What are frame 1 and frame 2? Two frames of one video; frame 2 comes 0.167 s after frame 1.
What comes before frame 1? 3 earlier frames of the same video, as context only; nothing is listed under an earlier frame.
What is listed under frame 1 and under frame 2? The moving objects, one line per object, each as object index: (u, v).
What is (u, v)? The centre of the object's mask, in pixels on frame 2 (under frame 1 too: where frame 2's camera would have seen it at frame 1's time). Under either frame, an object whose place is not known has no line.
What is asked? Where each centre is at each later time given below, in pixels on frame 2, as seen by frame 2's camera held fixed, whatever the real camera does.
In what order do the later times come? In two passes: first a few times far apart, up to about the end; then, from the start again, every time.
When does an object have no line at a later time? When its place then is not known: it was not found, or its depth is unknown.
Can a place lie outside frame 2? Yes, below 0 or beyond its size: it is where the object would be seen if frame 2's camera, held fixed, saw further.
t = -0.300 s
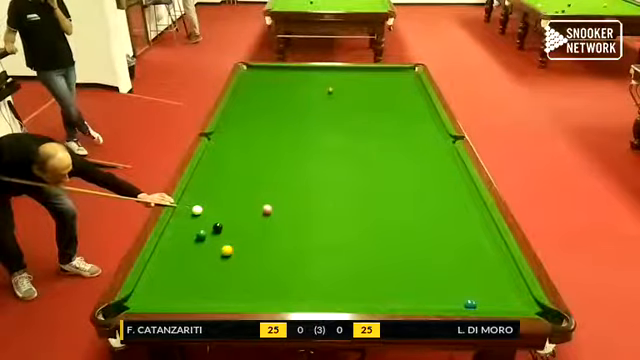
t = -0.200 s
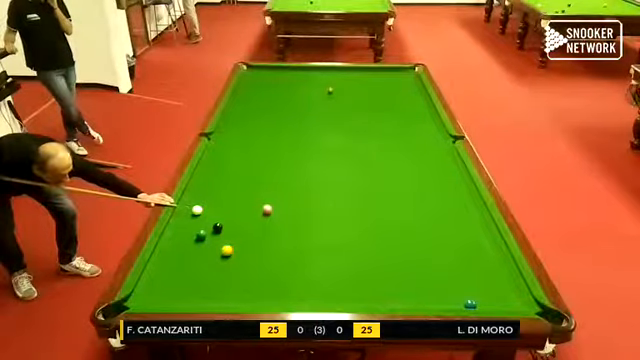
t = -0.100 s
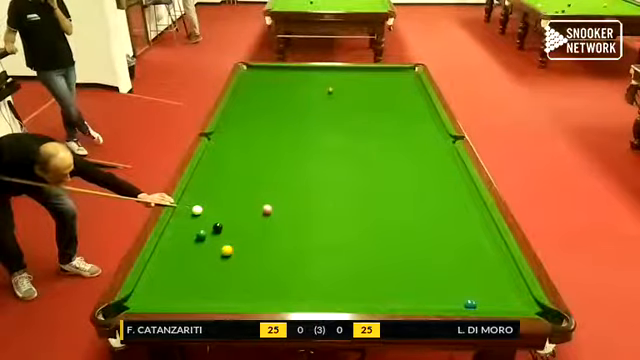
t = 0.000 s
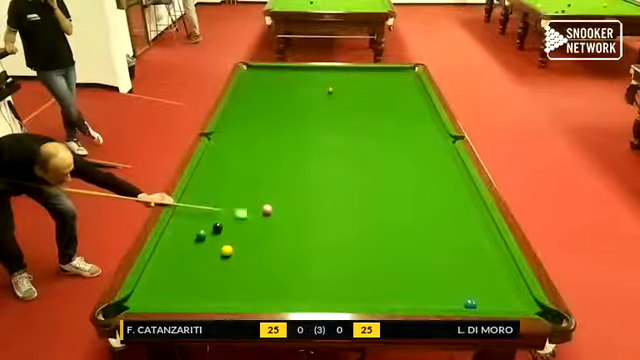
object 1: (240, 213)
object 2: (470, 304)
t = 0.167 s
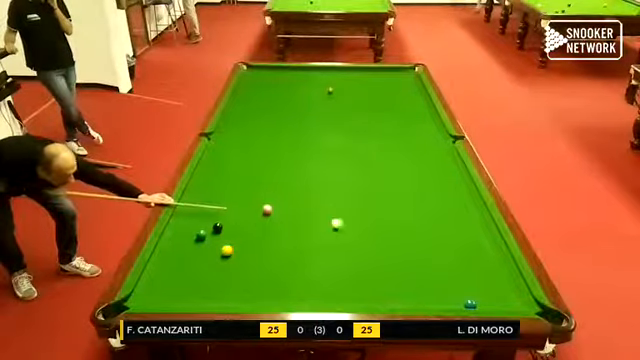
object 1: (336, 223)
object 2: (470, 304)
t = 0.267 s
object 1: (397, 230)
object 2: (470, 304)
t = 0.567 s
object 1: (429, 247)
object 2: (470, 304)
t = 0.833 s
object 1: (314, 261)
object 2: (470, 304)
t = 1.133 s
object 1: (184, 278)
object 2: (470, 304)
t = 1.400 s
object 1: (202, 288)
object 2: (470, 304)
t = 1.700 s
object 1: (291, 297)
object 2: (470, 304)
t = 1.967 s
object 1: (365, 300)
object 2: (470, 304)
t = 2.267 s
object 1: (443, 299)
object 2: (470, 304)
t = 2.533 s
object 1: (485, 285)
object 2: (481, 300)
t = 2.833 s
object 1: (507, 268)
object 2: (490, 286)
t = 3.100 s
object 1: (476, 254)
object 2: (498, 277)
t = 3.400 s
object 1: (445, 241)
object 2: (506, 269)
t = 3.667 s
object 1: (422, 230)
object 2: (508, 264)
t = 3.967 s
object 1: (399, 220)
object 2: (500, 259)
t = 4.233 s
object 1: (382, 212)
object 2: (495, 256)
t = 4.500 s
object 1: (366, 205)
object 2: (490, 252)
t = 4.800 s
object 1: (350, 198)
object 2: (487, 250)
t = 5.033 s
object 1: (340, 194)
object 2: (486, 249)
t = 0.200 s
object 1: (357, 226)
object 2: (470, 304)
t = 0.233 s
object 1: (376, 228)
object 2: (470, 304)
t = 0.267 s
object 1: (397, 230)
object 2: (470, 304)
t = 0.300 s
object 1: (417, 232)
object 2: (470, 304)
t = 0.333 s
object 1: (438, 234)
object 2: (470, 304)
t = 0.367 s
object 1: (458, 237)
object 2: (470, 304)
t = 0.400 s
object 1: (480, 239)
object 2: (470, 304)
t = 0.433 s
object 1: (499, 241)
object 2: (470, 304)
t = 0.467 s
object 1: (481, 242)
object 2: (470, 304)
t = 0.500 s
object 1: (464, 244)
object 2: (470, 304)
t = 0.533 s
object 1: (447, 246)
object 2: (470, 304)
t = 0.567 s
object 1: (429, 247)
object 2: (470, 304)
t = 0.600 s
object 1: (414, 249)
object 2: (470, 304)
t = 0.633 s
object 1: (399, 250)
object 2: (470, 304)
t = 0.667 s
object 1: (384, 252)
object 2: (470, 304)
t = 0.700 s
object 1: (369, 254)
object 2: (470, 304)
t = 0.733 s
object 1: (355, 256)
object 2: (470, 304)
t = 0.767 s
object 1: (342, 257)
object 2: (470, 304)
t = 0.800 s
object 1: (328, 259)
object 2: (470, 304)
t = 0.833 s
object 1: (314, 261)
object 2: (470, 304)
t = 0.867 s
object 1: (300, 262)
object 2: (470, 304)
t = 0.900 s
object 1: (286, 264)
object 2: (470, 304)
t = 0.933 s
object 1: (273, 266)
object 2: (470, 304)
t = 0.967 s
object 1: (258, 268)
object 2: (470, 304)
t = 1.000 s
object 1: (244, 270)
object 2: (470, 304)
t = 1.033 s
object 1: (230, 272)
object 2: (470, 304)
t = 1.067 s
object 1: (214, 274)
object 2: (470, 304)
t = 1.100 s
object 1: (199, 276)
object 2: (470, 304)
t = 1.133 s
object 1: (184, 278)
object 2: (470, 304)
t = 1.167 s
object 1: (169, 280)
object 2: (470, 304)
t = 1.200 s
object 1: (153, 282)
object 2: (470, 304)
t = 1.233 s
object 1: (141, 284)
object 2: (470, 304)
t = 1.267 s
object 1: (154, 285)
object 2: (470, 304)
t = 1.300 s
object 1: (167, 286)
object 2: (470, 304)
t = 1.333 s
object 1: (179, 287)
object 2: (470, 304)
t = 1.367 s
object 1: (191, 287)
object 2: (470, 304)
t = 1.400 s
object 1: (202, 288)
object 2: (470, 304)
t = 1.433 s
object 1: (213, 289)
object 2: (470, 304)
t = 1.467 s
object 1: (223, 290)
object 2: (470, 304)
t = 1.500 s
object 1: (233, 291)
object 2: (470, 304)
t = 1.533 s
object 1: (242, 293)
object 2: (470, 304)
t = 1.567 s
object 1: (252, 293)
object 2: (470, 304)
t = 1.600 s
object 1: (262, 294)
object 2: (470, 304)
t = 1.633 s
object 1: (272, 295)
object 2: (470, 304)
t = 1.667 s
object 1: (281, 296)
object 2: (470, 304)
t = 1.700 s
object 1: (291, 297)
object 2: (470, 304)
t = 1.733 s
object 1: (300, 298)
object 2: (470, 304)
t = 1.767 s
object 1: (310, 298)
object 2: (470, 304)
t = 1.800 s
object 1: (319, 299)
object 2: (470, 304)
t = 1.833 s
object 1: (329, 299)
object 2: (470, 304)
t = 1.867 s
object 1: (339, 301)
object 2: (470, 304)
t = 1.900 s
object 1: (348, 301)
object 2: (470, 304)
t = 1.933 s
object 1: (357, 300)
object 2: (470, 304)
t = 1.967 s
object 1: (365, 300)
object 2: (470, 304)
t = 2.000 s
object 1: (374, 300)
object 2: (470, 304)
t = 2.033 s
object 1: (382, 300)
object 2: (470, 304)
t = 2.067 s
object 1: (392, 299)
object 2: (470, 304)
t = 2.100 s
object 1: (400, 299)
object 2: (470, 304)
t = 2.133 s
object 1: (408, 299)
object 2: (470, 304)
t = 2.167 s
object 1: (417, 299)
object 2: (470, 304)
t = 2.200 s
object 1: (426, 299)
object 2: (470, 304)
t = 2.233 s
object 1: (434, 299)
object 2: (470, 304)
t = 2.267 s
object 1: (443, 299)
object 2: (470, 304)
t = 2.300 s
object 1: (452, 299)
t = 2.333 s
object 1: (459, 298)
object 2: (471, 304)
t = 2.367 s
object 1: (463, 296)
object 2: (473, 304)
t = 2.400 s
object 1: (467, 293)
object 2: (474, 303)
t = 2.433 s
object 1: (471, 291)
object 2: (475, 303)
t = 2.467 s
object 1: (476, 288)
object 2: (478, 301)
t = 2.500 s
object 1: (481, 287)
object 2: (479, 299)
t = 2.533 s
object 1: (485, 285)
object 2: (481, 300)
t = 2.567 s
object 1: (489, 283)
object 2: (482, 298)
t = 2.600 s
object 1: (493, 281)
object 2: (483, 297)
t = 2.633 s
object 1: (498, 279)
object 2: (485, 295)
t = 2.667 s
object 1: (501, 277)
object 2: (485, 293)
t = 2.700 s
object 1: (505, 275)
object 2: (486, 291)
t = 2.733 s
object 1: (509, 273)
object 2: (487, 289)
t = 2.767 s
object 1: (513, 272)
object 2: (488, 288)
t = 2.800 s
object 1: (512, 269)
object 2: (489, 287)
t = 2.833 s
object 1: (507, 268)
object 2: (490, 286)
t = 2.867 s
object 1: (503, 266)
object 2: (491, 284)
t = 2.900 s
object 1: (498, 264)
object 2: (492, 283)
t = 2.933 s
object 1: (494, 262)
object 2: (493, 283)
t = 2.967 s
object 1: (491, 261)
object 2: (494, 282)
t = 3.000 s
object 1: (487, 259)
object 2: (495, 280)
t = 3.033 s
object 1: (483, 257)
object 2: (497, 279)
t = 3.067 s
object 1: (480, 256)
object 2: (497, 278)
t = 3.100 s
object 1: (476, 254)
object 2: (498, 277)
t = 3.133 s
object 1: (472, 253)
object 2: (500, 276)
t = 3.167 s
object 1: (469, 251)
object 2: (500, 275)
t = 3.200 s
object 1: (465, 250)
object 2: (501, 274)
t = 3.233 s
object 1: (462, 248)
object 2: (503, 273)
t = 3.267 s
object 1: (458, 246)
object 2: (504, 272)
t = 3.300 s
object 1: (455, 245)
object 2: (505, 271)
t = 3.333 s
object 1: (452, 244)
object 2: (505, 270)
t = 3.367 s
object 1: (448, 242)
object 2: (505, 270)
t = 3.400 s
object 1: (445, 241)
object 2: (506, 269)
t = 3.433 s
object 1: (442, 239)
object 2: (508, 269)
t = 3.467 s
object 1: (439, 238)
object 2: (509, 268)
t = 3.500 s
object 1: (436, 237)
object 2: (509, 267)
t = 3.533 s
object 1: (433, 235)
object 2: (510, 266)
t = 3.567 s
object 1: (430, 234)
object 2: (512, 266)
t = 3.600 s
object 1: (428, 233)
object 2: (510, 266)
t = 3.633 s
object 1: (425, 231)
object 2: (509, 265)
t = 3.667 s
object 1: (422, 230)
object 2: (508, 264)
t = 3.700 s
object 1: (419, 229)
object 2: (508, 264)
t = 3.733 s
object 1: (416, 228)
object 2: (508, 263)
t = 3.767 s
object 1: (414, 226)
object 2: (507, 262)
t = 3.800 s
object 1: (411, 225)
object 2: (506, 261)
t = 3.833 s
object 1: (409, 224)
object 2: (503, 261)
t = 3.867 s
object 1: (407, 223)
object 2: (502, 260)
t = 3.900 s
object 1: (404, 222)
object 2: (502, 259)
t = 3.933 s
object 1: (402, 221)
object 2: (500, 259)
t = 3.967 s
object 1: (399, 220)
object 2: (500, 259)
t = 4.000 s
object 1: (397, 219)
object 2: (499, 258)
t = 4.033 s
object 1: (395, 218)
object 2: (499, 258)
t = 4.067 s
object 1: (392, 217)
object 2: (498, 257)
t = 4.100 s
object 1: (390, 216)
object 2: (498, 256)
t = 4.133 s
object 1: (388, 215)
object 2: (497, 257)
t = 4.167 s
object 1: (386, 214)
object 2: (496, 256)
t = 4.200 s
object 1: (384, 213)
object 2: (495, 256)
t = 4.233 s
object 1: (382, 212)
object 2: (495, 256)
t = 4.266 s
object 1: (379, 211)
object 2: (494, 255)
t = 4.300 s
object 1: (378, 210)
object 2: (493, 255)
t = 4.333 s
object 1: (375, 209)
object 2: (493, 254)
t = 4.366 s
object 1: (374, 208)
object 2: (493, 254)
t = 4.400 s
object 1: (372, 207)
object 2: (491, 253)
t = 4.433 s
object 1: (369, 207)
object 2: (491, 253)
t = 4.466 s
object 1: (368, 206)
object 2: (490, 252)
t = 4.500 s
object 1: (366, 205)
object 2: (490, 252)
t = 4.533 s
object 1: (364, 204)
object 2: (489, 252)
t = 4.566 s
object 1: (362, 203)
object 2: (489, 252)
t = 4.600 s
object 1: (361, 202)
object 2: (488, 252)
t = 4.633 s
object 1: (359, 201)
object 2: (488, 251)
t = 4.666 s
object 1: (357, 201)
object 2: (488, 251)
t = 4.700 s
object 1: (355, 200)
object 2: (488, 251)
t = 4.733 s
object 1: (354, 199)
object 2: (487, 250)
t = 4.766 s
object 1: (352, 199)
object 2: (487, 250)
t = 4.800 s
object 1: (350, 198)
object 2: (487, 250)
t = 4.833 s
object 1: (349, 197)
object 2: (487, 250)
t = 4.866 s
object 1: (347, 197)
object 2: (486, 250)
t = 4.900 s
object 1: (346, 196)
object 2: (486, 250)
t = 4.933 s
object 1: (344, 195)
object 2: (486, 250)
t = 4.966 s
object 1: (342, 195)
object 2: (486, 250)
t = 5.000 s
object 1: (341, 194)
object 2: (486, 250)
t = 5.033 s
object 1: (340, 194)
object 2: (486, 249)
